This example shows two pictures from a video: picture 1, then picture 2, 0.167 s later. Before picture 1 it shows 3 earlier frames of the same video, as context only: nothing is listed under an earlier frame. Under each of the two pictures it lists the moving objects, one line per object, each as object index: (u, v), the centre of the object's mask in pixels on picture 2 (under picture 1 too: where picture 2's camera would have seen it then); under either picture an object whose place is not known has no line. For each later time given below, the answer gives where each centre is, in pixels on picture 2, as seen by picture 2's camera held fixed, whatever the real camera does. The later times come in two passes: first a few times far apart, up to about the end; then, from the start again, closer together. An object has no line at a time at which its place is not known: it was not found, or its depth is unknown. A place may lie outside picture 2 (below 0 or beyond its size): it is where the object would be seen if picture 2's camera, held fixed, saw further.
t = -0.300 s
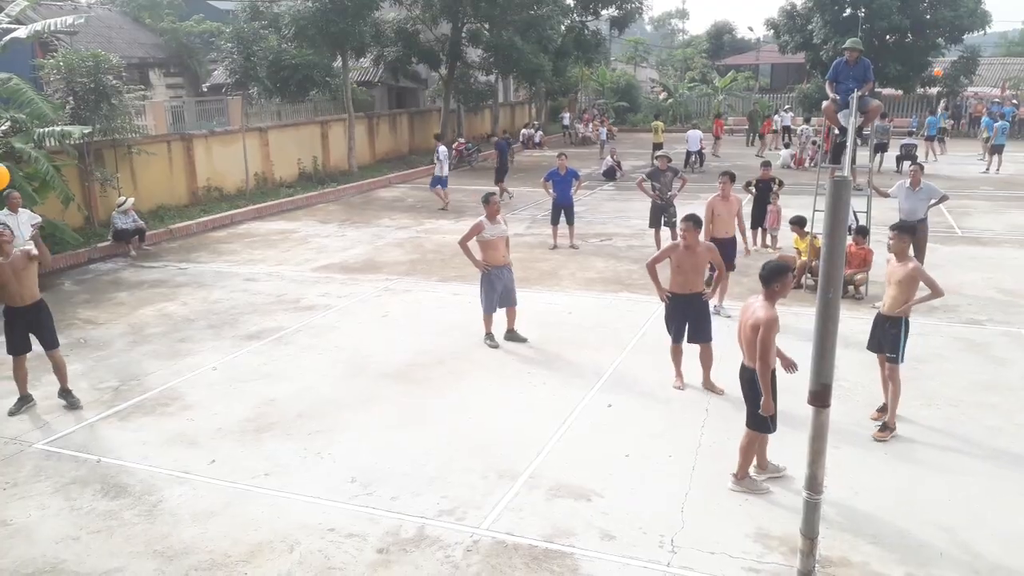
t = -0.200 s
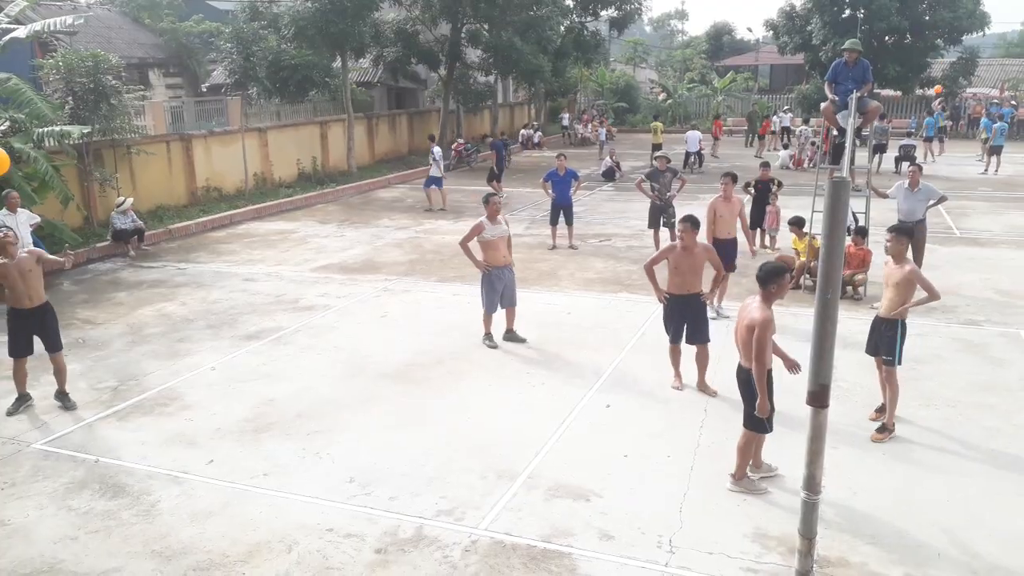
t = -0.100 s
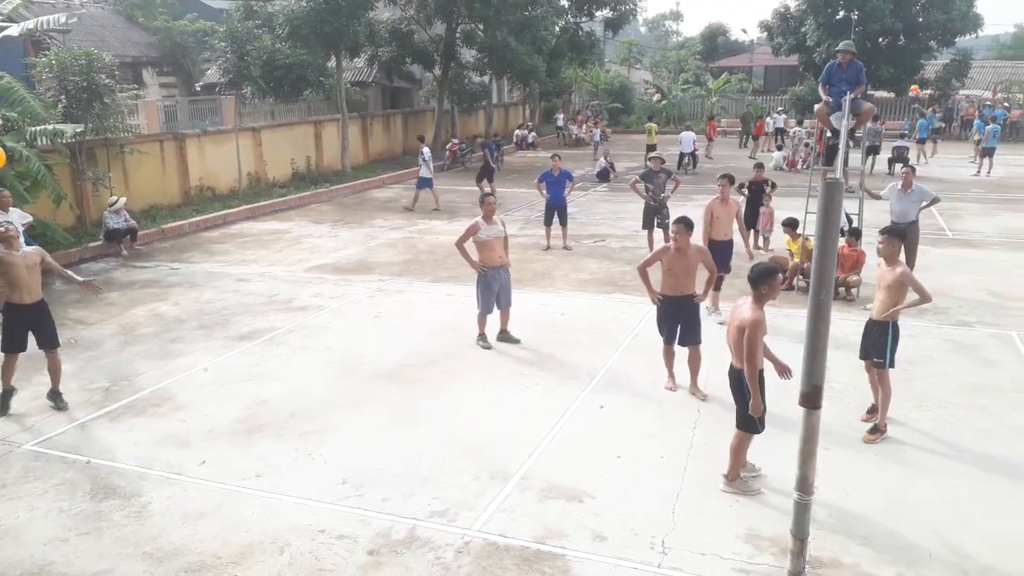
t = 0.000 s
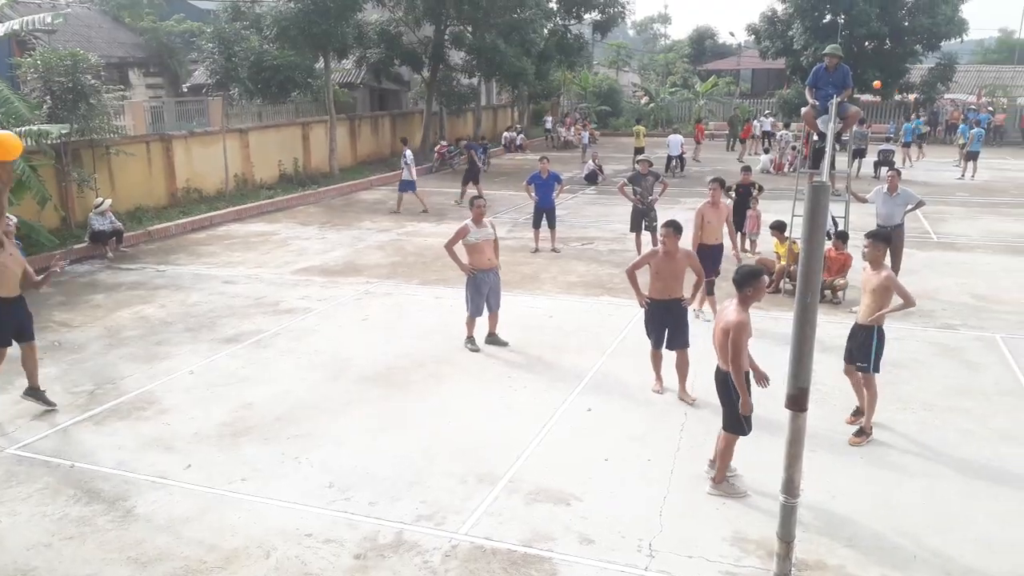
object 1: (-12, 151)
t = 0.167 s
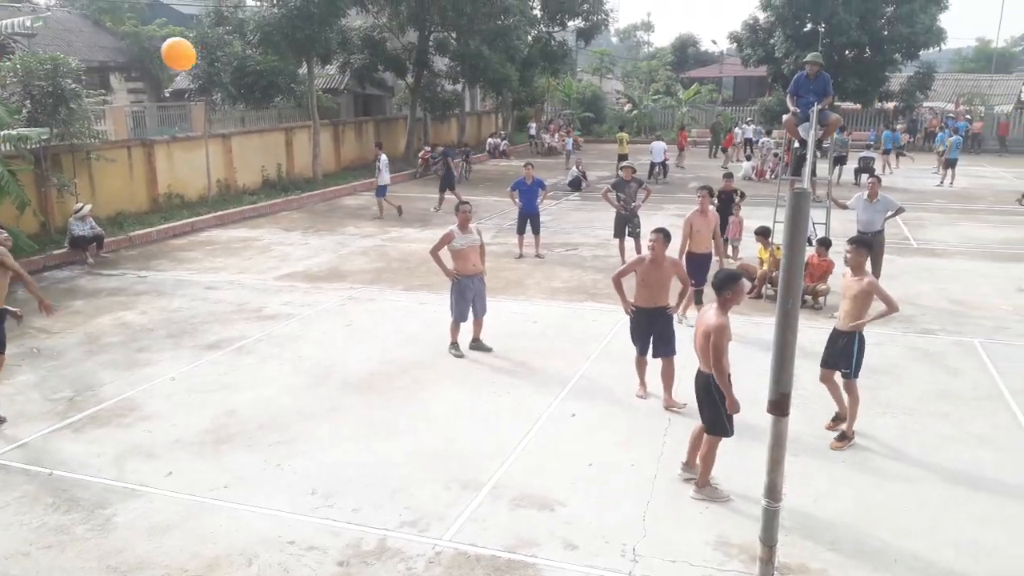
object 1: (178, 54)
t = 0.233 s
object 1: (260, 27)
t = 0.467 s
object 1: (547, -3)
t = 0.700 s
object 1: (811, 35)
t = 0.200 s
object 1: (219, 39)
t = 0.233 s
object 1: (260, 27)
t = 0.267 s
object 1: (301, 16)
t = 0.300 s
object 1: (343, 9)
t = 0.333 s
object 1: (385, 5)
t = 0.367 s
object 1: (427, 4)
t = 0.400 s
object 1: (469, -2)
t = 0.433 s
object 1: (509, -4)
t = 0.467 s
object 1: (547, -3)
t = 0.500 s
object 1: (586, -2)
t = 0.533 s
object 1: (625, -2)
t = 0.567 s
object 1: (662, 2)
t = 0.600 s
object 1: (699, 6)
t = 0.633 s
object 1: (738, 15)
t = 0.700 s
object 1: (811, 35)
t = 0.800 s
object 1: (909, 81)
